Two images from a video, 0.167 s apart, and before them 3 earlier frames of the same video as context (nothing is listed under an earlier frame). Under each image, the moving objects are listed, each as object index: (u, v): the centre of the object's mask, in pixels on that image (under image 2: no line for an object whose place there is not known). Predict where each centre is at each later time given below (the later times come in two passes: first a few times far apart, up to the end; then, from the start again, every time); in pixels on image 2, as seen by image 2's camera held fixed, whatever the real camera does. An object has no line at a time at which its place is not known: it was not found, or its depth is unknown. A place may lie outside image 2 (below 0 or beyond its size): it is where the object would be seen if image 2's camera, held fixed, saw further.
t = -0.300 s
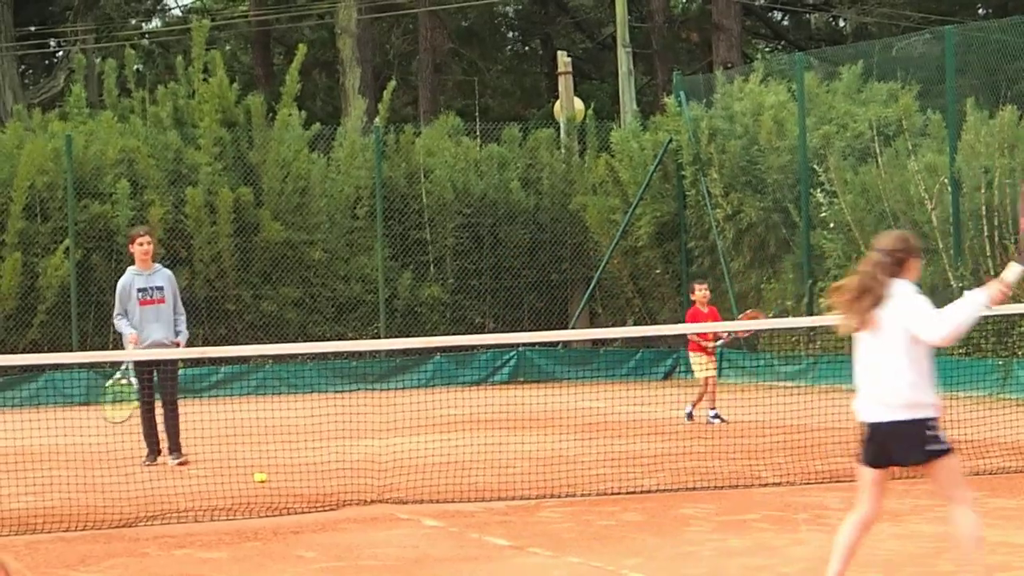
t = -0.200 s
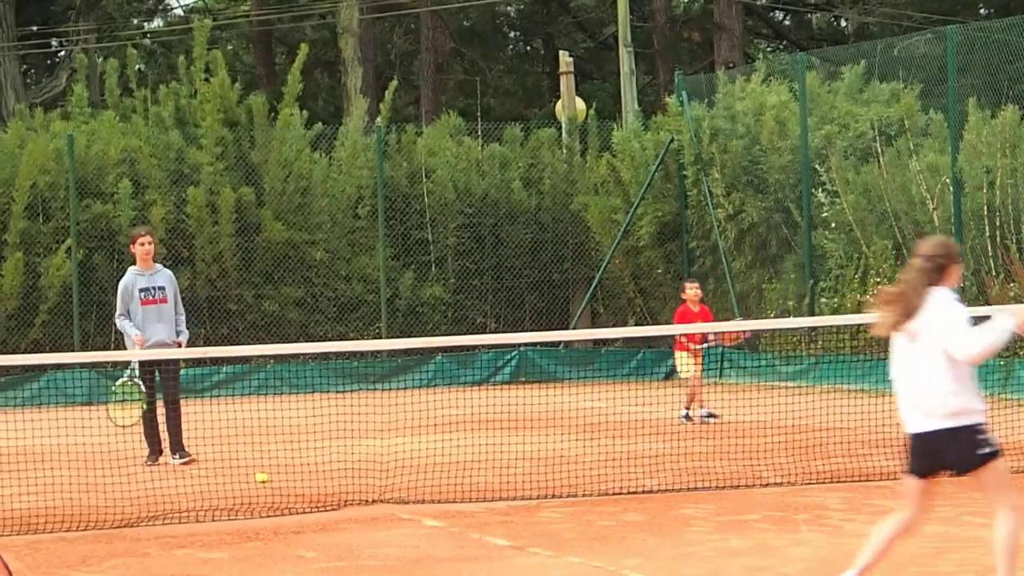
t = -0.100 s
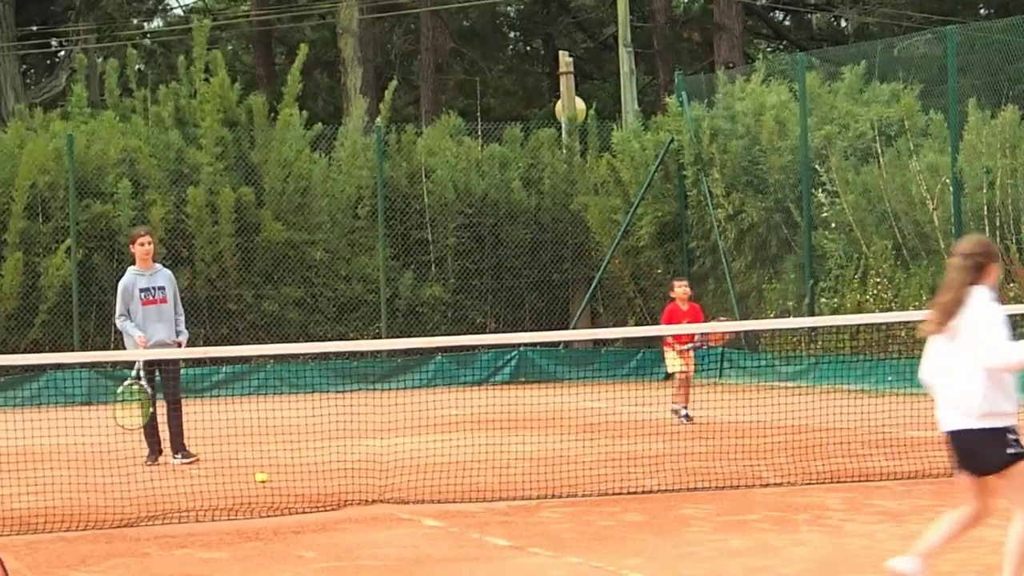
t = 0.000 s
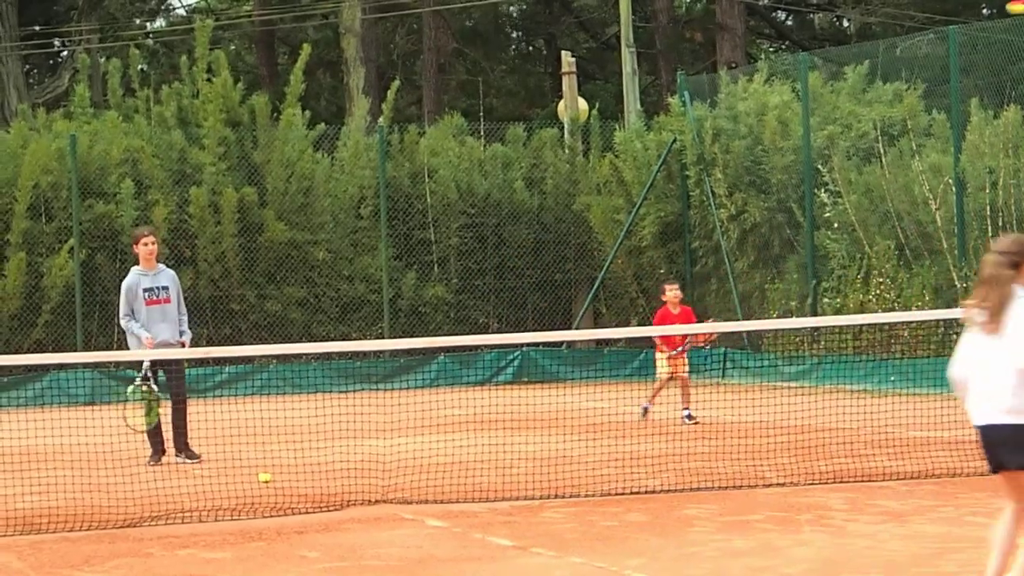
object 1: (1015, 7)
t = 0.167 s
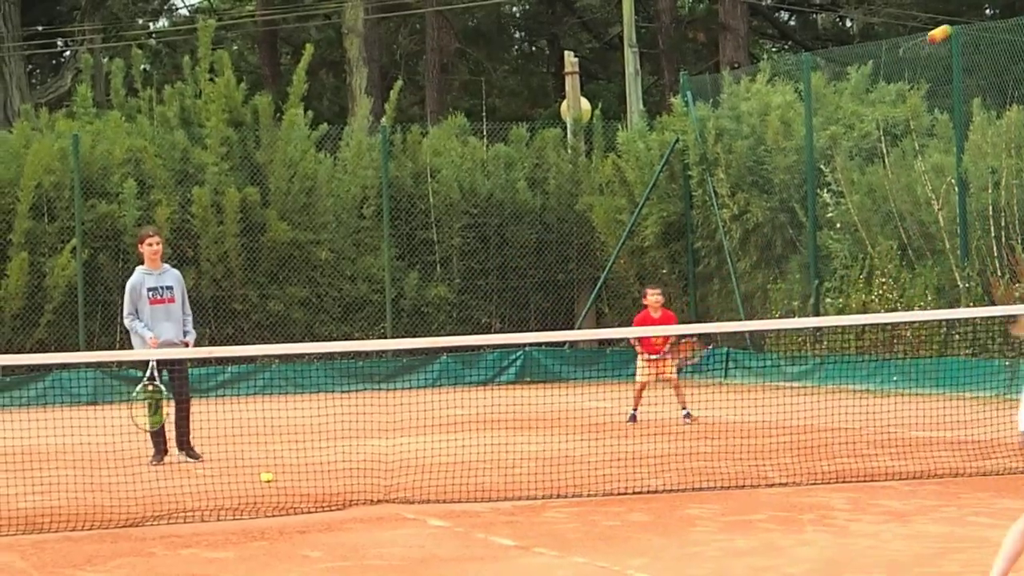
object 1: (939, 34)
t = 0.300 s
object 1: (881, 84)
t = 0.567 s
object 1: (786, 248)
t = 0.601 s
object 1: (775, 274)
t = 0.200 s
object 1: (923, 44)
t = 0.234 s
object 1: (909, 56)
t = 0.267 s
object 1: (895, 70)
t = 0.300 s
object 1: (881, 84)
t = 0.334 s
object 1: (868, 100)
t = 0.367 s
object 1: (855, 118)
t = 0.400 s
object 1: (842, 137)
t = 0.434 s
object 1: (831, 157)
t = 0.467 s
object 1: (818, 179)
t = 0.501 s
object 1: (808, 201)
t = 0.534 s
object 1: (797, 224)
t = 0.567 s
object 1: (786, 248)
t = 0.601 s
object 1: (775, 274)
